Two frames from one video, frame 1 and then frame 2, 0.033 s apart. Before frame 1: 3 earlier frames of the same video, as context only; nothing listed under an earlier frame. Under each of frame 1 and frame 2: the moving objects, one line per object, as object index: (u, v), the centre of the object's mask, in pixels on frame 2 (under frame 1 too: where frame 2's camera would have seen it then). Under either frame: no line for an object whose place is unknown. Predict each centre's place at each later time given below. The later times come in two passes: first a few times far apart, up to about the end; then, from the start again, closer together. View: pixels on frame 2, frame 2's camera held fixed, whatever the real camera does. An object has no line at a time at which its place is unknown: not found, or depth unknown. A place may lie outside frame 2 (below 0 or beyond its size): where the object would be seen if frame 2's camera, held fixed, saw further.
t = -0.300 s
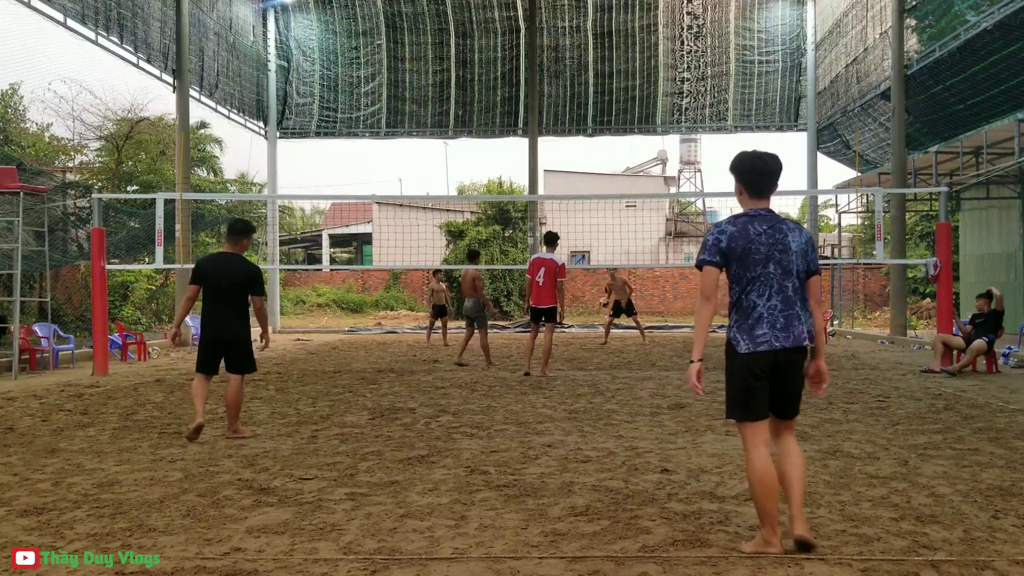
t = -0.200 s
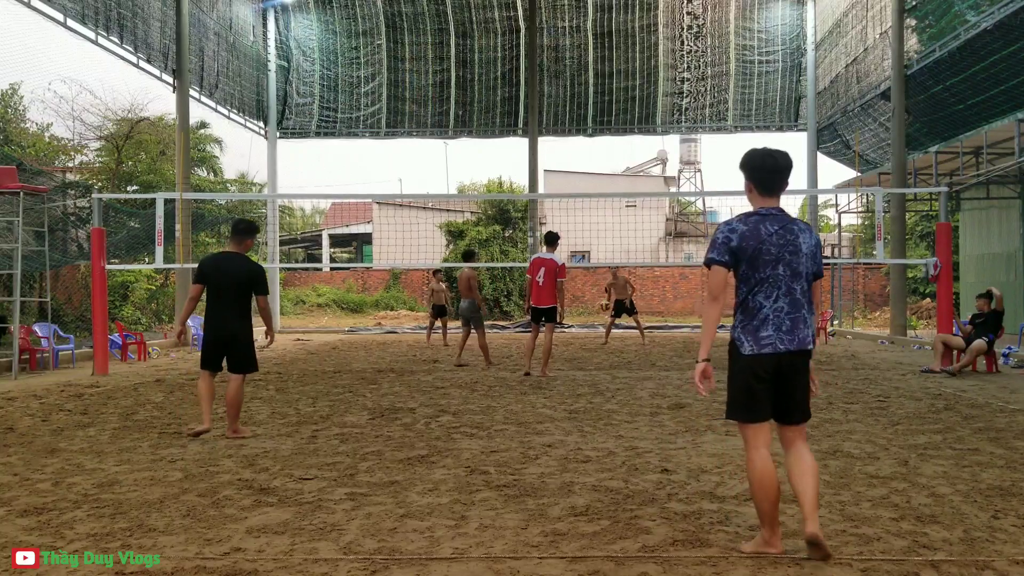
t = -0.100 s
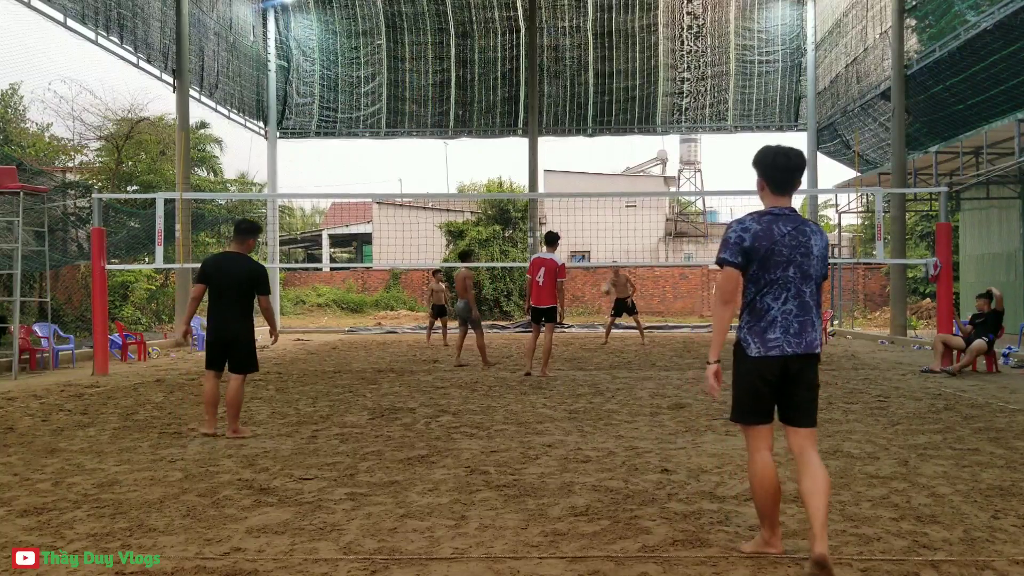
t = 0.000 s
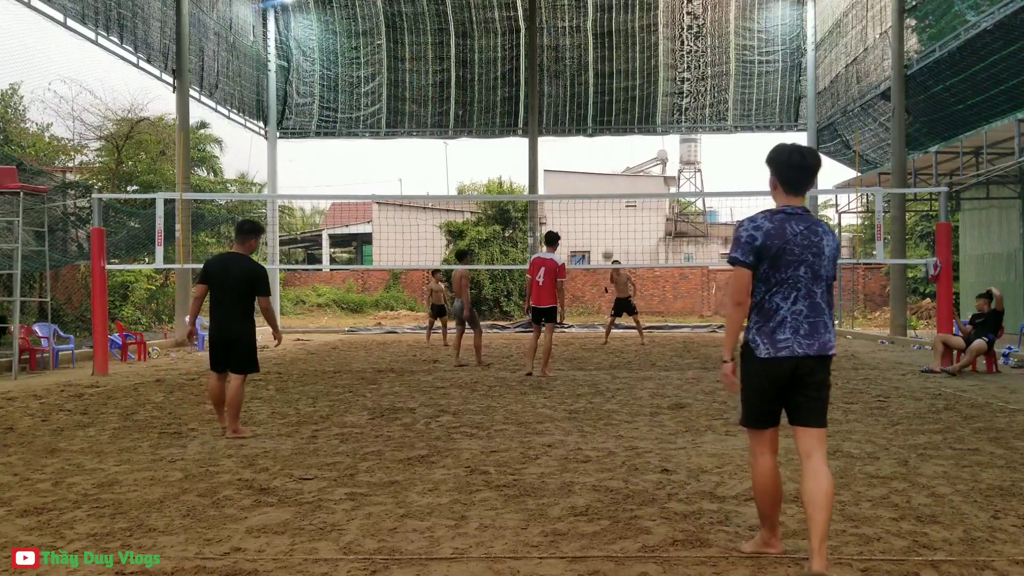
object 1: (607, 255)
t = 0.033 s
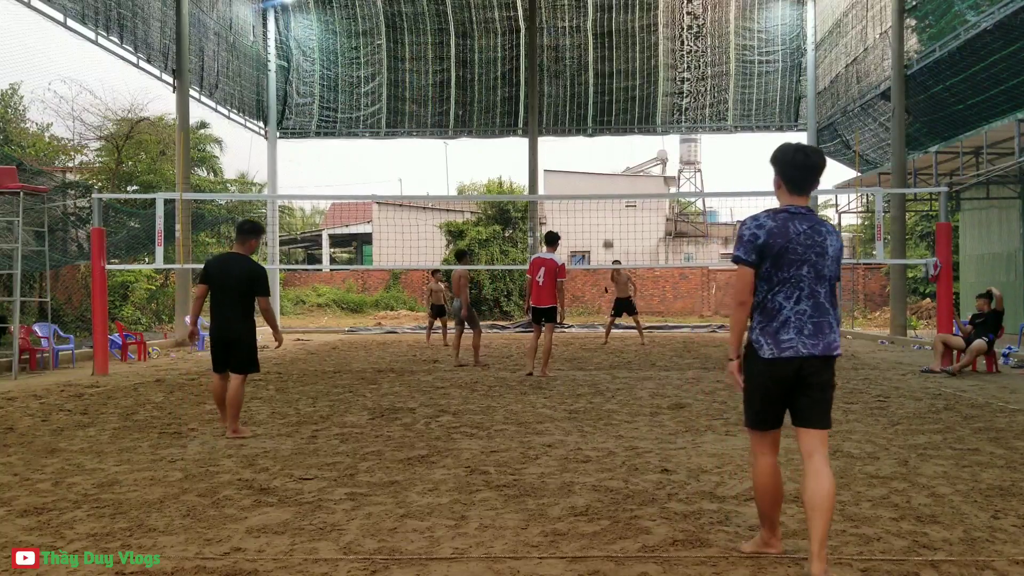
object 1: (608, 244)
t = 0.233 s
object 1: (612, 187)
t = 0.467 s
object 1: (618, 142)
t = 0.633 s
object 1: (623, 128)
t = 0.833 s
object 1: (629, 138)
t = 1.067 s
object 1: (637, 200)
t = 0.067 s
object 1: (608, 233)
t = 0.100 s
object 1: (609, 223)
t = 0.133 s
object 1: (610, 213)
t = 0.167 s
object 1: (610, 204)
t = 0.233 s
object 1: (612, 187)
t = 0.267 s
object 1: (613, 179)
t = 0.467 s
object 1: (618, 142)
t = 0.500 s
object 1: (619, 138)
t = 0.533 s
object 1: (620, 134)
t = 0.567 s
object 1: (621, 132)
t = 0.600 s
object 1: (622, 130)
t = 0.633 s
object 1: (623, 128)
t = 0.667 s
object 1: (624, 127)
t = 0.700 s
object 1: (624, 128)
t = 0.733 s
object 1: (627, 129)
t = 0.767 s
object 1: (627, 131)
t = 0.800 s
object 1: (628, 135)
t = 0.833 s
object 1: (629, 138)
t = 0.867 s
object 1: (630, 143)
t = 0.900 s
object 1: (632, 149)
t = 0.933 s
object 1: (633, 157)
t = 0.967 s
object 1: (634, 166)
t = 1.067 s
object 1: (637, 200)
